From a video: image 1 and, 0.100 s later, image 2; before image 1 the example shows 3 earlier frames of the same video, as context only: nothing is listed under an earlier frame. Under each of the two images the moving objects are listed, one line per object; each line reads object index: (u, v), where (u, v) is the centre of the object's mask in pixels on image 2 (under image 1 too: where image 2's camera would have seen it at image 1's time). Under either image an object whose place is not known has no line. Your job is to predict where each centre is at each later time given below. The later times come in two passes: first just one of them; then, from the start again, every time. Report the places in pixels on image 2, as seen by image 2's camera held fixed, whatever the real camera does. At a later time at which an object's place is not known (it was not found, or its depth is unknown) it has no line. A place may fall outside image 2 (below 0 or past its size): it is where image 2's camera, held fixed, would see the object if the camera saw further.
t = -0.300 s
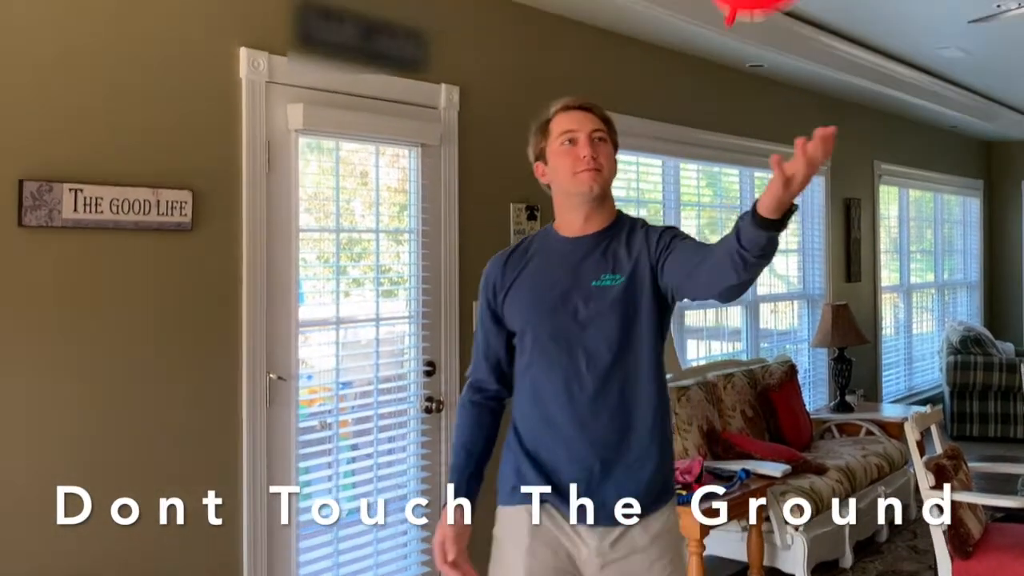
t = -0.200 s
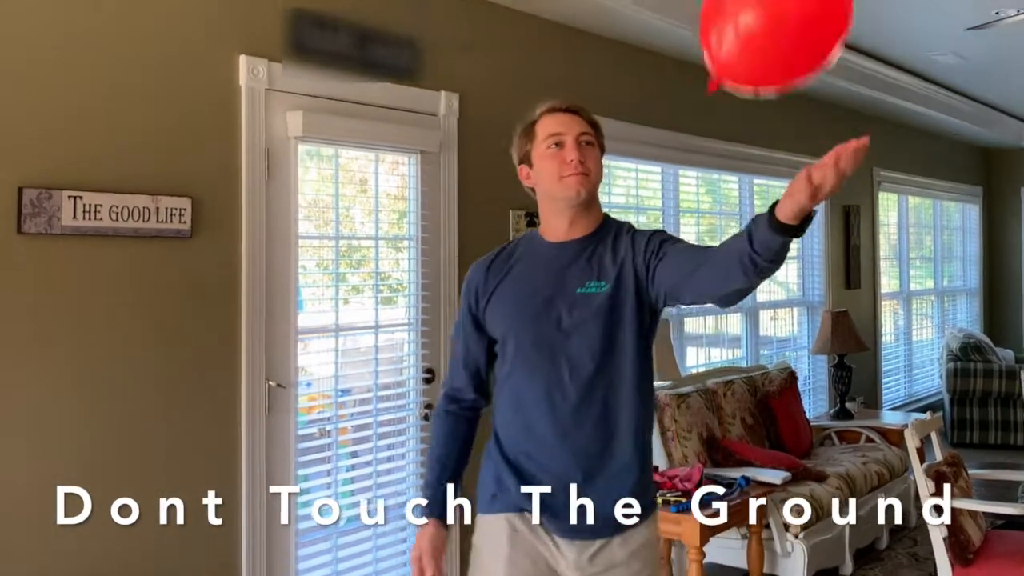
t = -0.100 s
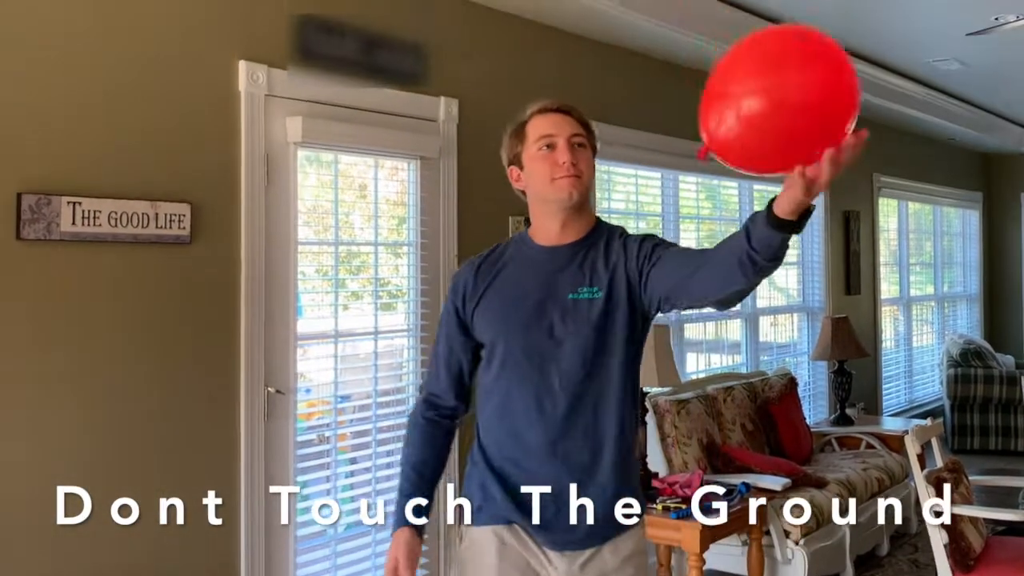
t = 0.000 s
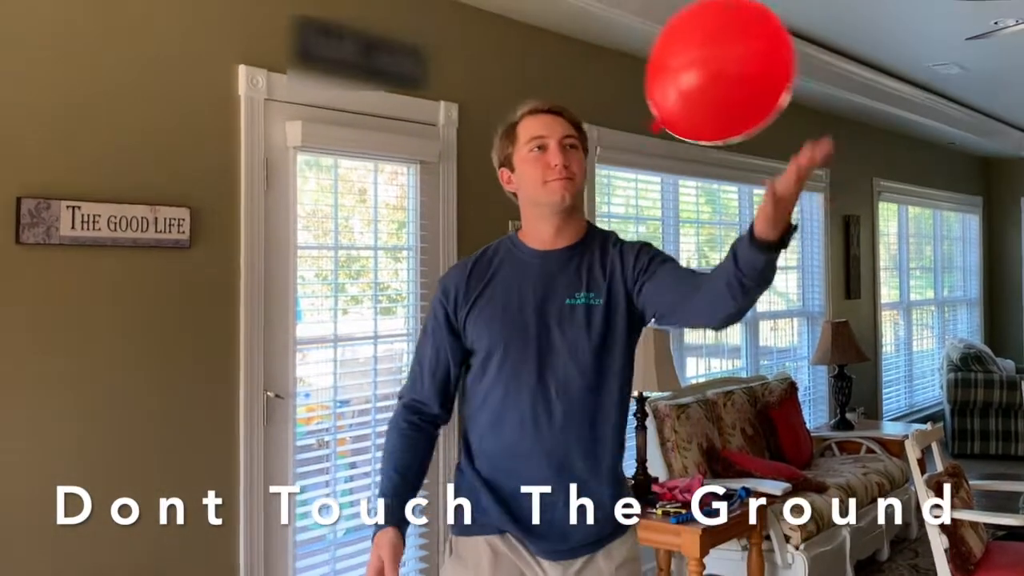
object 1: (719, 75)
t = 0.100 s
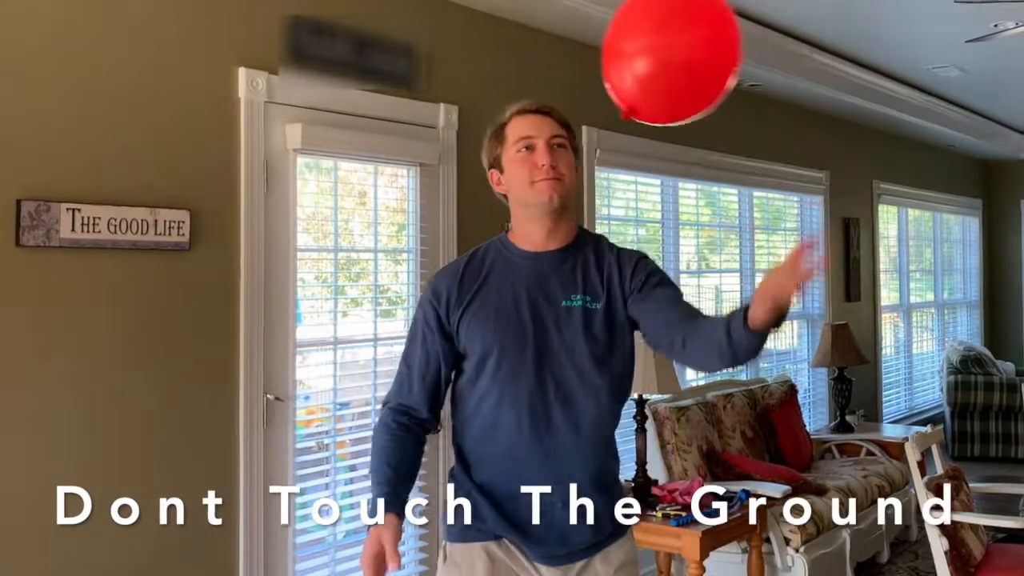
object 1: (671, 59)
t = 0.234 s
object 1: (613, 57)
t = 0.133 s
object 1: (656, 57)
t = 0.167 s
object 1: (641, 56)
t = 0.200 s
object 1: (627, 56)
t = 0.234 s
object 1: (613, 57)
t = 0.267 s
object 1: (599, 60)
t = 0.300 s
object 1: (586, 64)
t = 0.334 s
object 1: (574, 68)
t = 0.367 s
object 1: (562, 76)
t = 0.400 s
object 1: (552, 86)
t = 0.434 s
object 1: (541, 97)
